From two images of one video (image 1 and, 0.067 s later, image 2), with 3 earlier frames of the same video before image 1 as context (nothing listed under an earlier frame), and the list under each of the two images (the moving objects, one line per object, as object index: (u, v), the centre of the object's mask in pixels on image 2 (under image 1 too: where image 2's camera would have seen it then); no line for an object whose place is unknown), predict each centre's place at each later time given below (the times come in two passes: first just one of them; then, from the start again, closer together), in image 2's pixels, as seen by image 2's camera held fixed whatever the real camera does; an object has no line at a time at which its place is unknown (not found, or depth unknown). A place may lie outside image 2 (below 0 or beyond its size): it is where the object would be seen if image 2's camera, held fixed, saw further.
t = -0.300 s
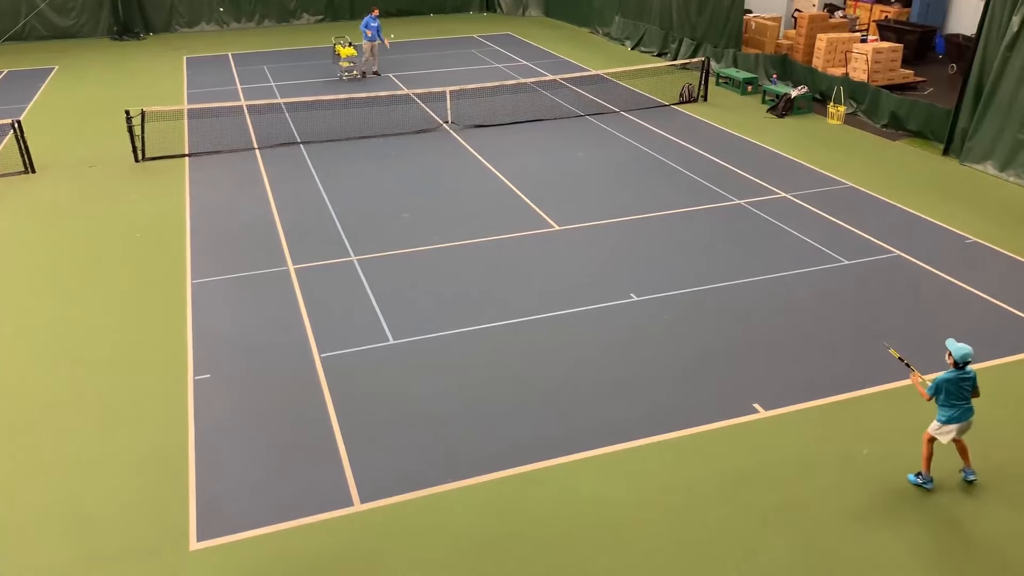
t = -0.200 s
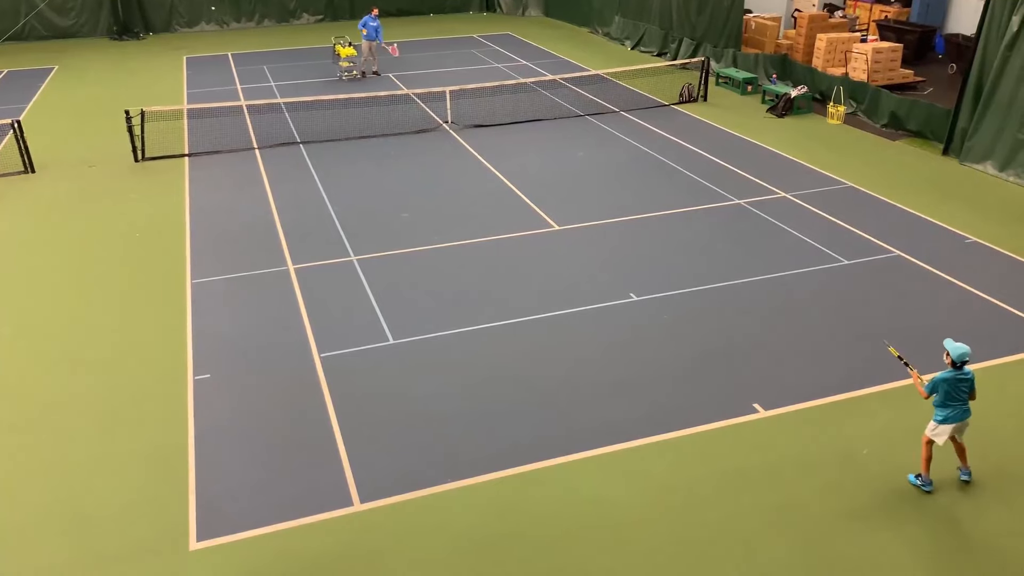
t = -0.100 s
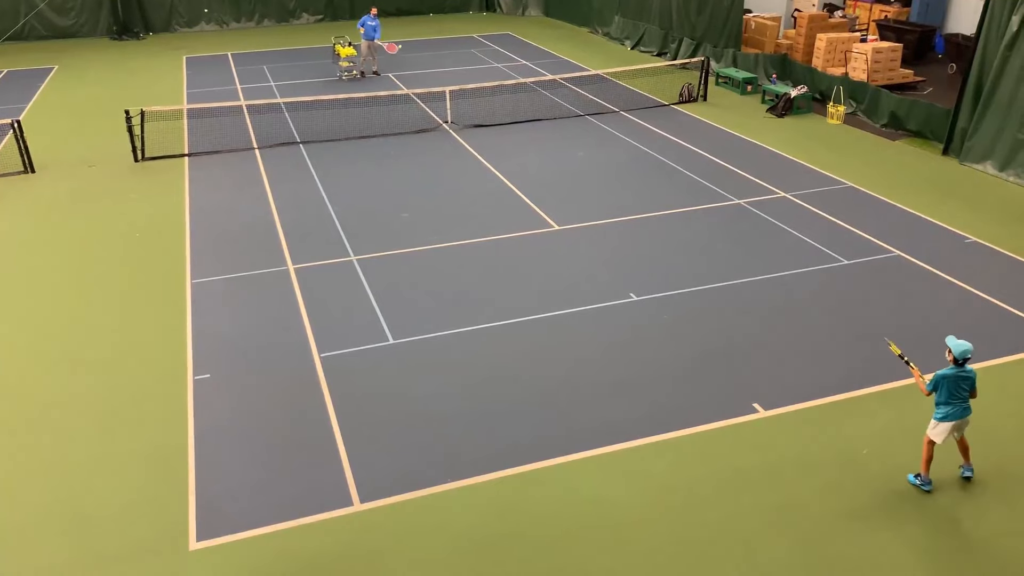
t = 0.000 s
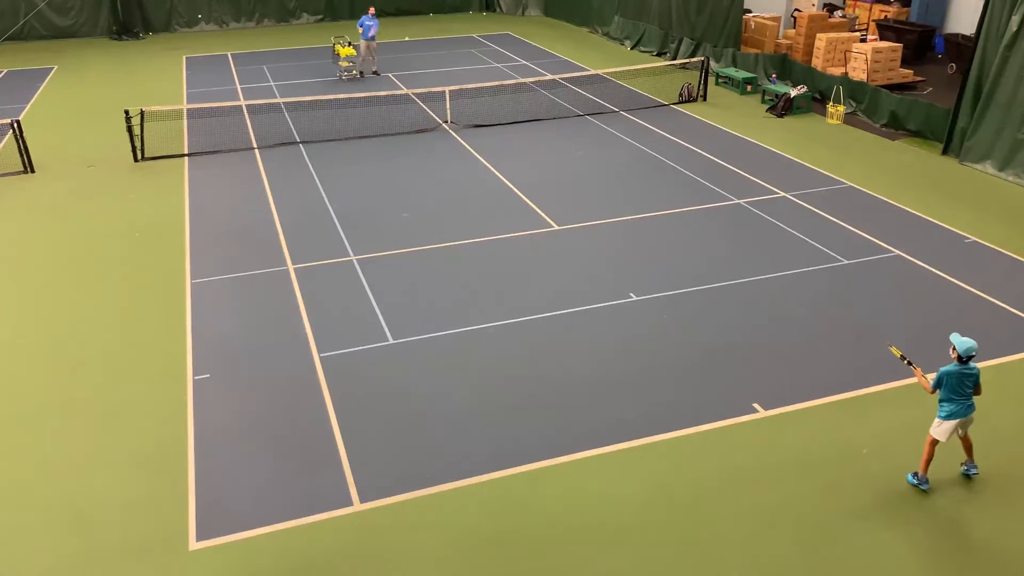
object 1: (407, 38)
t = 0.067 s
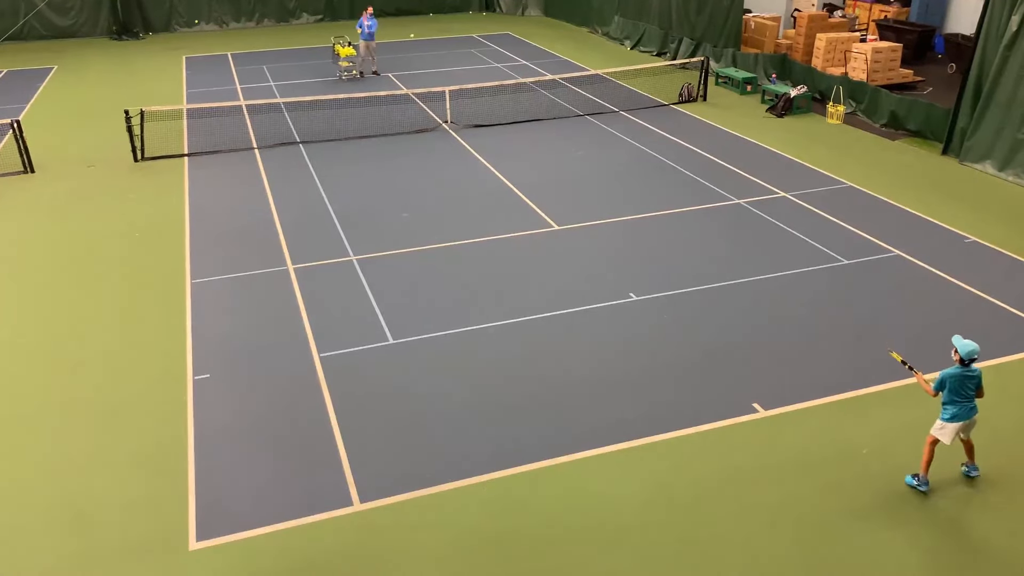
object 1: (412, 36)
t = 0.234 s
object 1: (428, 36)
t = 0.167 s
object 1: (421, 34)
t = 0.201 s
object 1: (424, 35)
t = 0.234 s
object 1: (428, 36)
